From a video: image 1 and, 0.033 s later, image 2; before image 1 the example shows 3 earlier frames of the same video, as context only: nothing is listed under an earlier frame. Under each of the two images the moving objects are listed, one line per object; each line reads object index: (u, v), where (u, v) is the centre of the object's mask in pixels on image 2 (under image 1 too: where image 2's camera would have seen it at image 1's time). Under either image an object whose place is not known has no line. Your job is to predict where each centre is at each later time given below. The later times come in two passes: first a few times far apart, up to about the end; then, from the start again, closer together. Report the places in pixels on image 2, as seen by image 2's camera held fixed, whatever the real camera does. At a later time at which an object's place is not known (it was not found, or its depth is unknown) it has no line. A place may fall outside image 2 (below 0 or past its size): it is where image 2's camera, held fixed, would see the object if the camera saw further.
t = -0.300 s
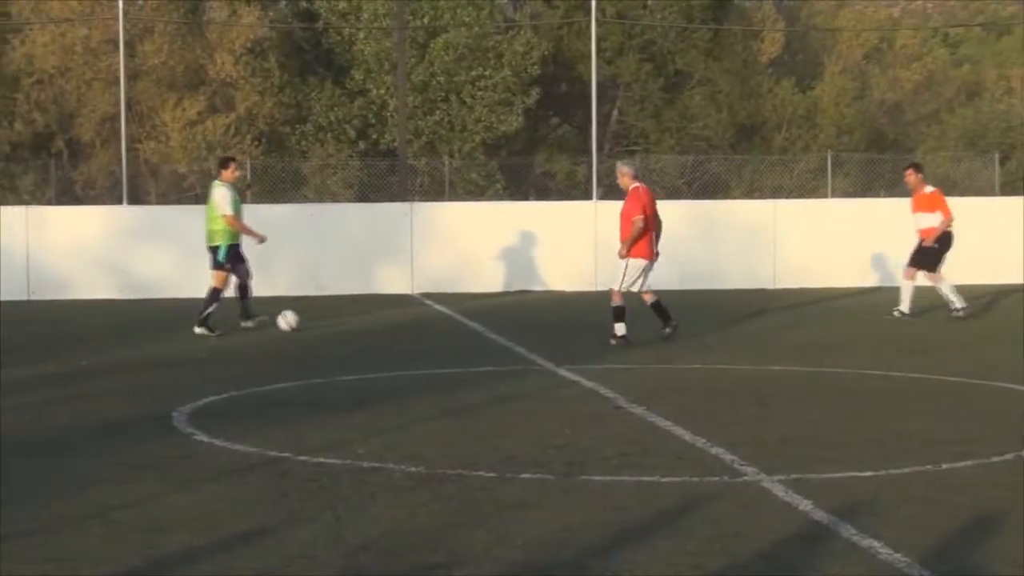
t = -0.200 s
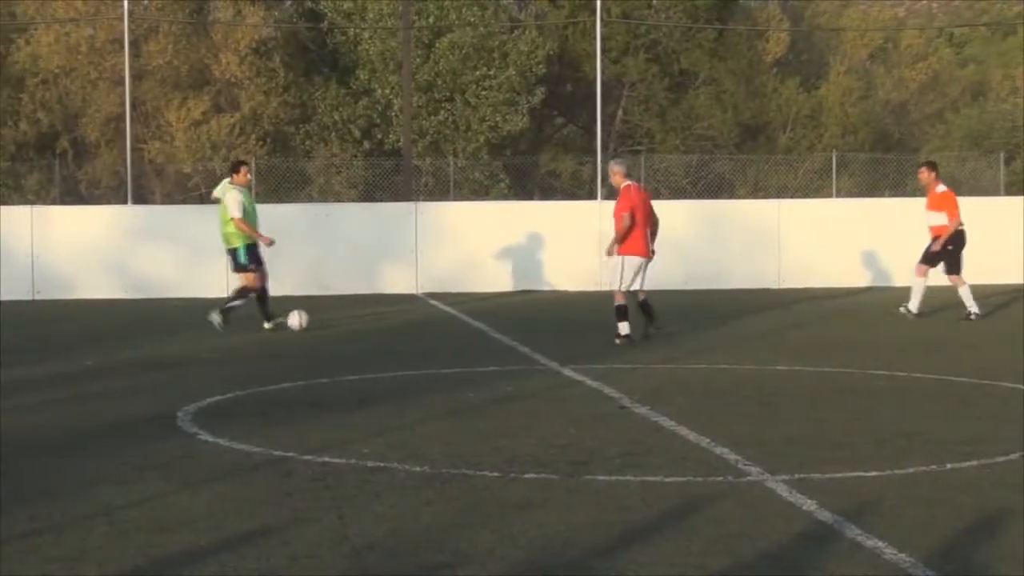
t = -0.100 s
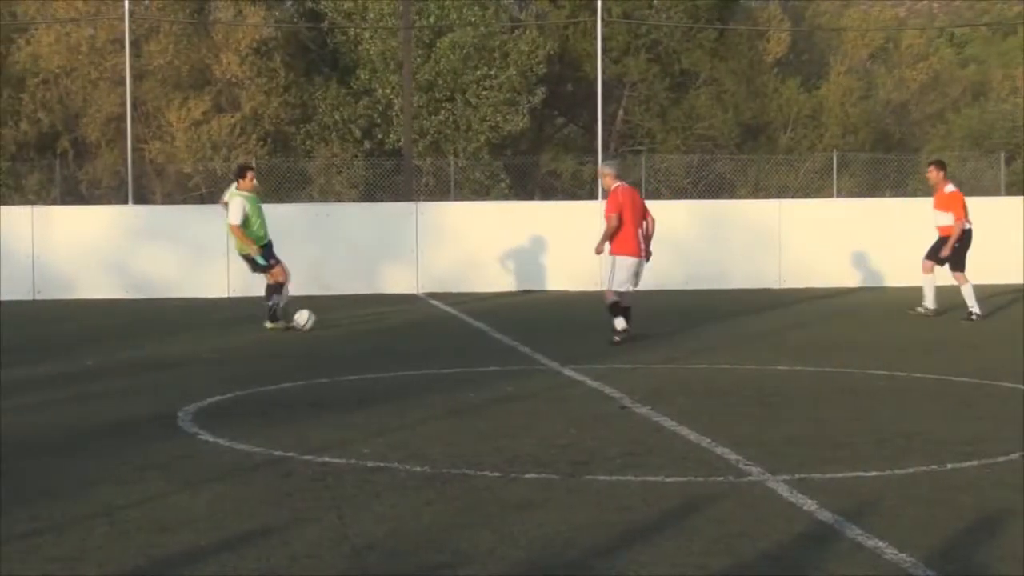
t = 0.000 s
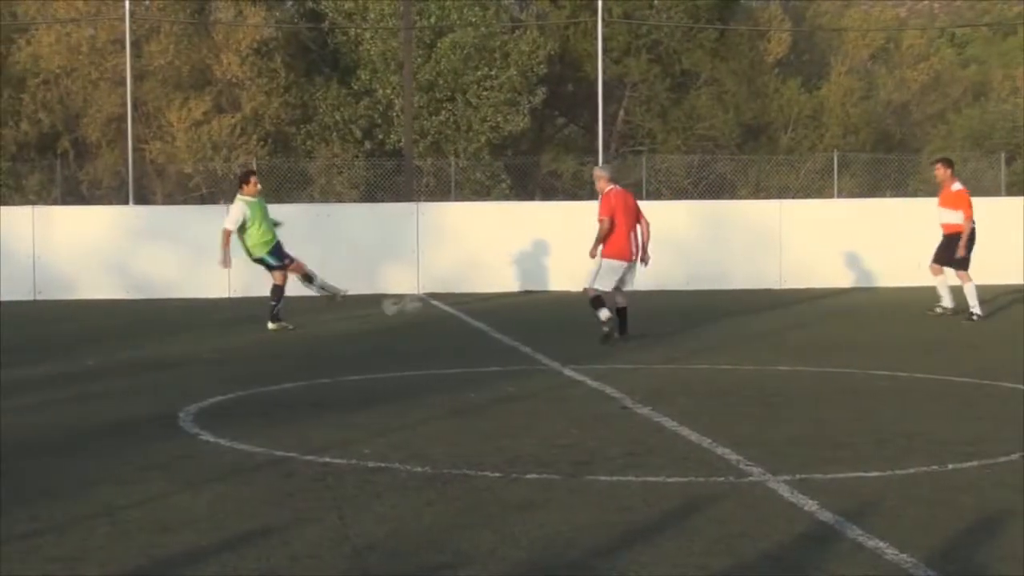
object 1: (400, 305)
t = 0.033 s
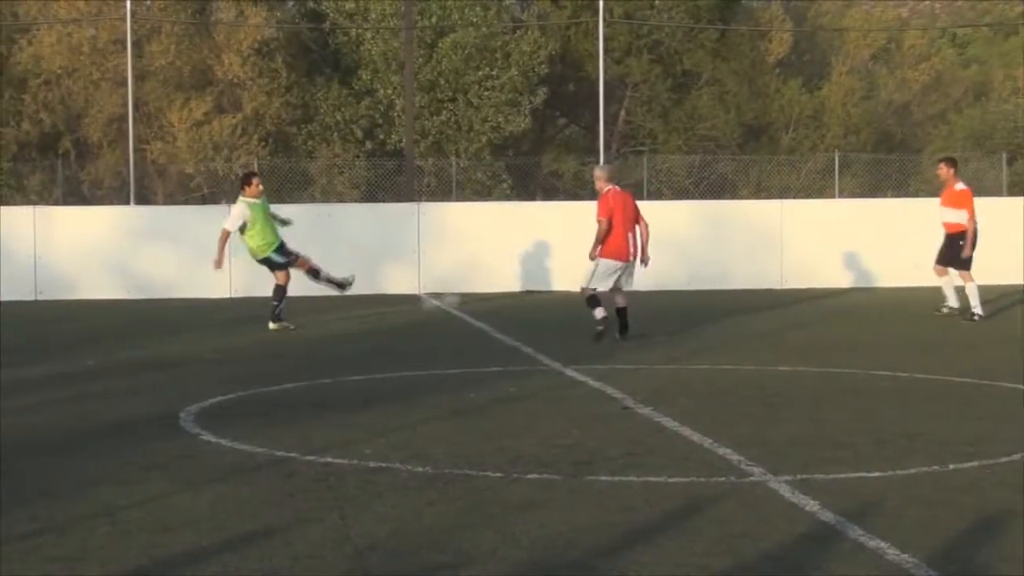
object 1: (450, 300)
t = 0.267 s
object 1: (666, 295)
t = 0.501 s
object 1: (824, 292)
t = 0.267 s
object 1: (666, 295)
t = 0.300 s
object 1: (689, 291)
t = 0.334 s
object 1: (714, 287)
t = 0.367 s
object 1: (736, 285)
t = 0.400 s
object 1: (760, 284)
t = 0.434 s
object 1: (783, 285)
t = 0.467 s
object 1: (802, 291)
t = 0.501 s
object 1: (824, 292)
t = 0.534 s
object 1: (844, 291)
